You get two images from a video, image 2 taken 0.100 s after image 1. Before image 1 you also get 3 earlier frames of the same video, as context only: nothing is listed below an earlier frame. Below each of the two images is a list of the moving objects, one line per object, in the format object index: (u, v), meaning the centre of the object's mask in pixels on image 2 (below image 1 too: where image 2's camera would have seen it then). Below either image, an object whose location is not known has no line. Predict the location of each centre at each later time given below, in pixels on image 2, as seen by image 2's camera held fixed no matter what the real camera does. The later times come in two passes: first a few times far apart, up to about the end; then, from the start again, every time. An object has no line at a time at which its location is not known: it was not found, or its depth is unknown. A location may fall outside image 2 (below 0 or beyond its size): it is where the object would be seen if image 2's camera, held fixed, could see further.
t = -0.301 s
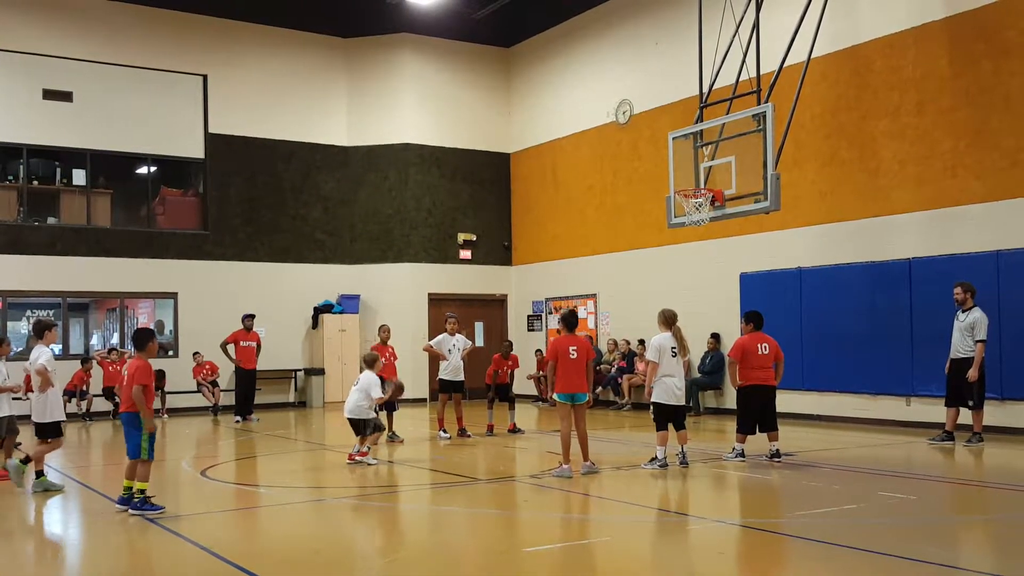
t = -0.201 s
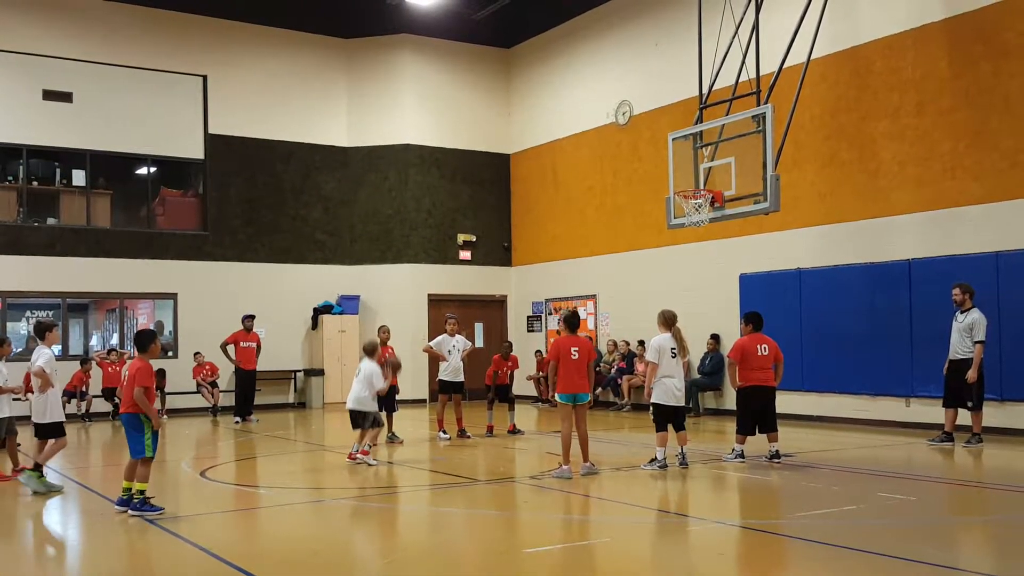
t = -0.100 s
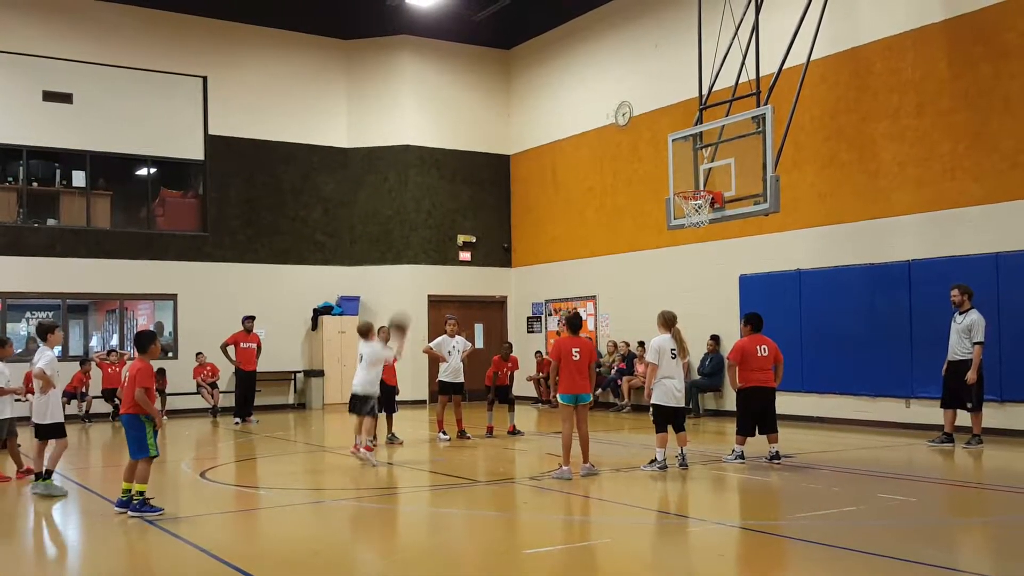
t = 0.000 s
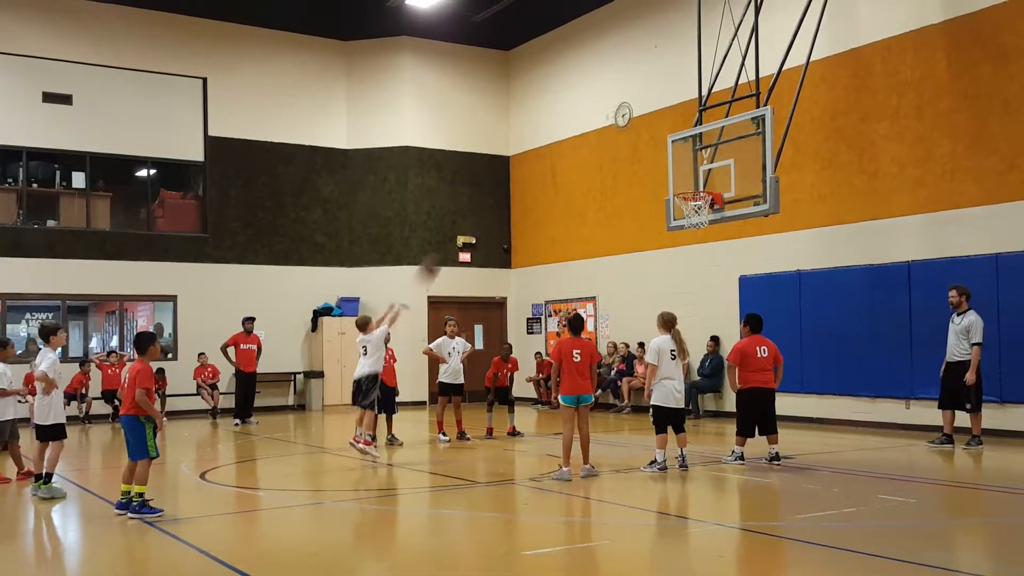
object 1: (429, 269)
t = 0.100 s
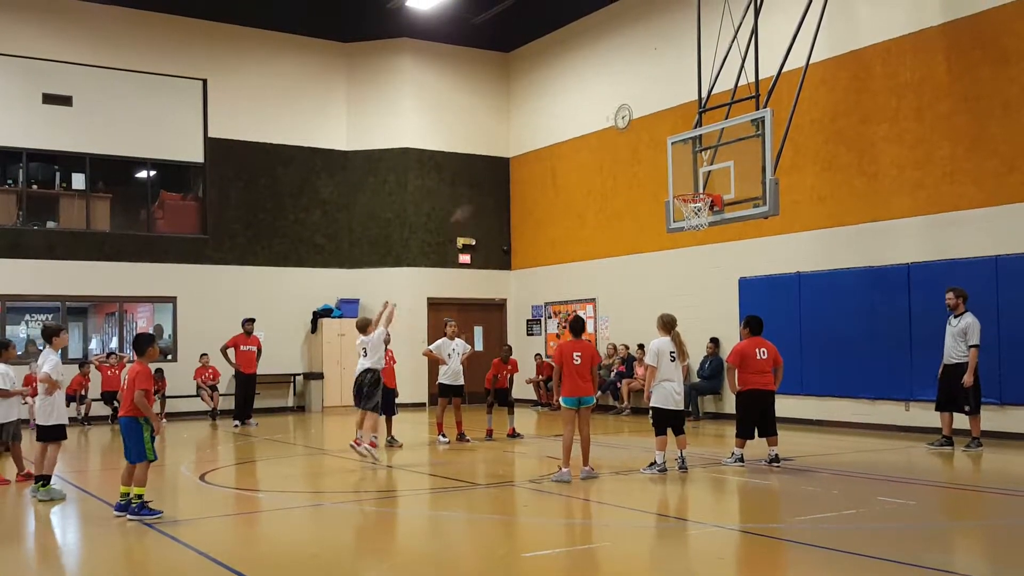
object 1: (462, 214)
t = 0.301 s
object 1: (522, 151)
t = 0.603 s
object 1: (607, 119)
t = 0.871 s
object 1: (674, 150)
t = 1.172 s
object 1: (699, 147)
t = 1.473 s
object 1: (683, 118)
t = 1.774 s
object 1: (667, 159)
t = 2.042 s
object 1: (655, 255)
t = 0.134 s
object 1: (473, 200)
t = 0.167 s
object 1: (483, 187)
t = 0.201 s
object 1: (492, 175)
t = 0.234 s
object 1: (502, 167)
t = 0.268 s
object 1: (513, 159)
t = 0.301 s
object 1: (522, 151)
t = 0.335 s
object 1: (532, 143)
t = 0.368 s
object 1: (543, 136)
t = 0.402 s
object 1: (552, 131)
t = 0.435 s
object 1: (561, 127)
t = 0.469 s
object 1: (571, 123)
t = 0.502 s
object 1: (580, 121)
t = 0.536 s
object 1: (589, 119)
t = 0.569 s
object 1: (598, 119)
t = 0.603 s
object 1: (607, 119)
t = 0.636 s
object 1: (615, 120)
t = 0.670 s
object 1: (624, 121)
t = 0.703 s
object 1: (633, 124)
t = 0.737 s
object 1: (641, 128)
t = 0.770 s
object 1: (650, 133)
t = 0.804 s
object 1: (658, 138)
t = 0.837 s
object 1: (666, 144)
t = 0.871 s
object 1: (674, 150)
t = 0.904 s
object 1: (682, 159)
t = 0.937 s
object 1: (689, 168)
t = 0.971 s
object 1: (698, 176)
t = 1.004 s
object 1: (706, 186)
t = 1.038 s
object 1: (707, 181)
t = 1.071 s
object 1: (705, 172)
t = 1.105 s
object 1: (702, 160)
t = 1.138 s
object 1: (700, 153)
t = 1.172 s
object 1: (699, 147)
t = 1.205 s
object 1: (697, 140)
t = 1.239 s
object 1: (696, 135)
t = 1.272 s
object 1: (693, 130)
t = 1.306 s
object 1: (692, 125)
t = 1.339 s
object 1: (690, 122)
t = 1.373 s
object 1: (688, 120)
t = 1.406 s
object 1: (686, 118)
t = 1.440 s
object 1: (685, 118)
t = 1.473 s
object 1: (683, 118)
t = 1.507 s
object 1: (681, 119)
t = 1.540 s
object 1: (679, 121)
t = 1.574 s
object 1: (678, 124)
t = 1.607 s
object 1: (676, 127)
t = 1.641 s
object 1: (674, 132)
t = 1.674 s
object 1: (672, 137)
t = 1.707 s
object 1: (671, 143)
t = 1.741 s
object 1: (669, 151)
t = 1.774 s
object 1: (667, 159)
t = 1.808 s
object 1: (666, 168)
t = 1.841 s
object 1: (664, 178)
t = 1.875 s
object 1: (662, 188)
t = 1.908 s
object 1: (661, 200)
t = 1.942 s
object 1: (659, 212)
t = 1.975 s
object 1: (658, 226)
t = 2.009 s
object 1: (657, 242)
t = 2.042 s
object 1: (655, 255)
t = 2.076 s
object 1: (654, 271)
